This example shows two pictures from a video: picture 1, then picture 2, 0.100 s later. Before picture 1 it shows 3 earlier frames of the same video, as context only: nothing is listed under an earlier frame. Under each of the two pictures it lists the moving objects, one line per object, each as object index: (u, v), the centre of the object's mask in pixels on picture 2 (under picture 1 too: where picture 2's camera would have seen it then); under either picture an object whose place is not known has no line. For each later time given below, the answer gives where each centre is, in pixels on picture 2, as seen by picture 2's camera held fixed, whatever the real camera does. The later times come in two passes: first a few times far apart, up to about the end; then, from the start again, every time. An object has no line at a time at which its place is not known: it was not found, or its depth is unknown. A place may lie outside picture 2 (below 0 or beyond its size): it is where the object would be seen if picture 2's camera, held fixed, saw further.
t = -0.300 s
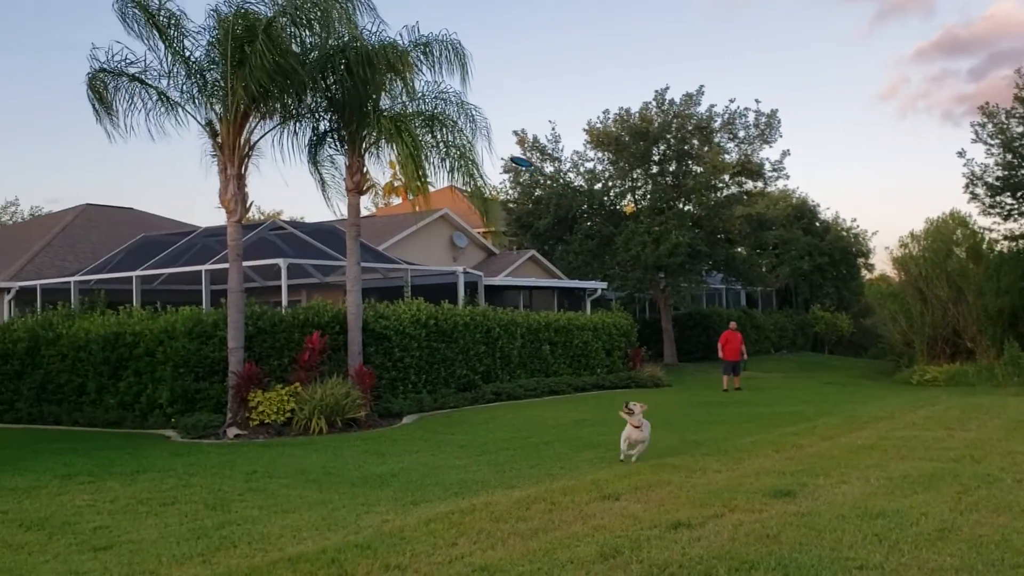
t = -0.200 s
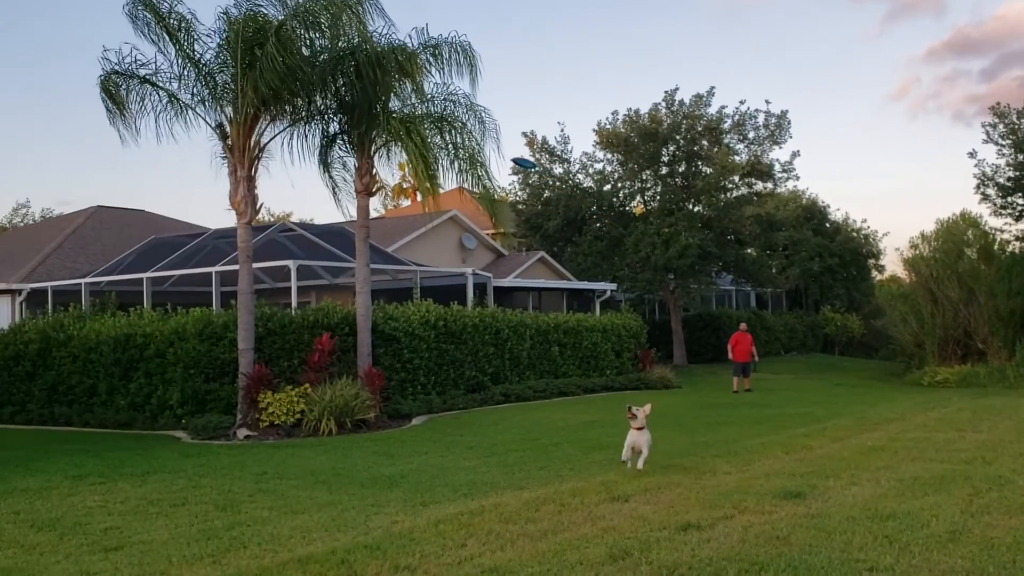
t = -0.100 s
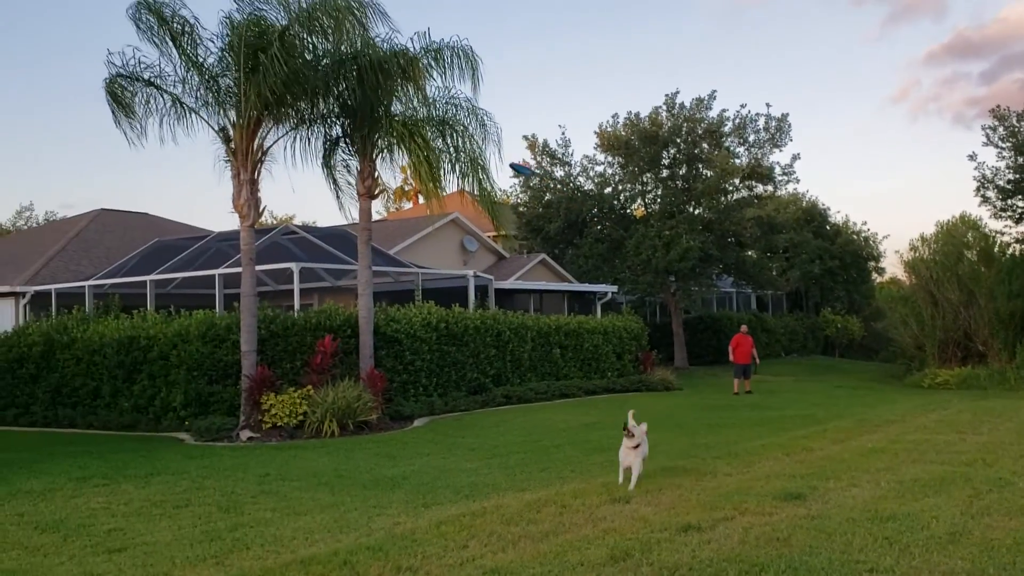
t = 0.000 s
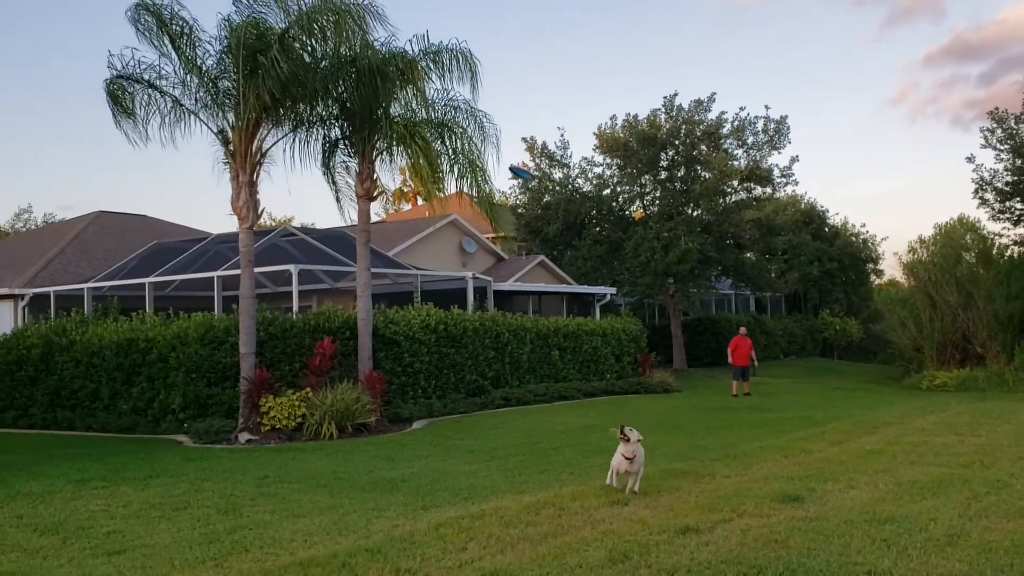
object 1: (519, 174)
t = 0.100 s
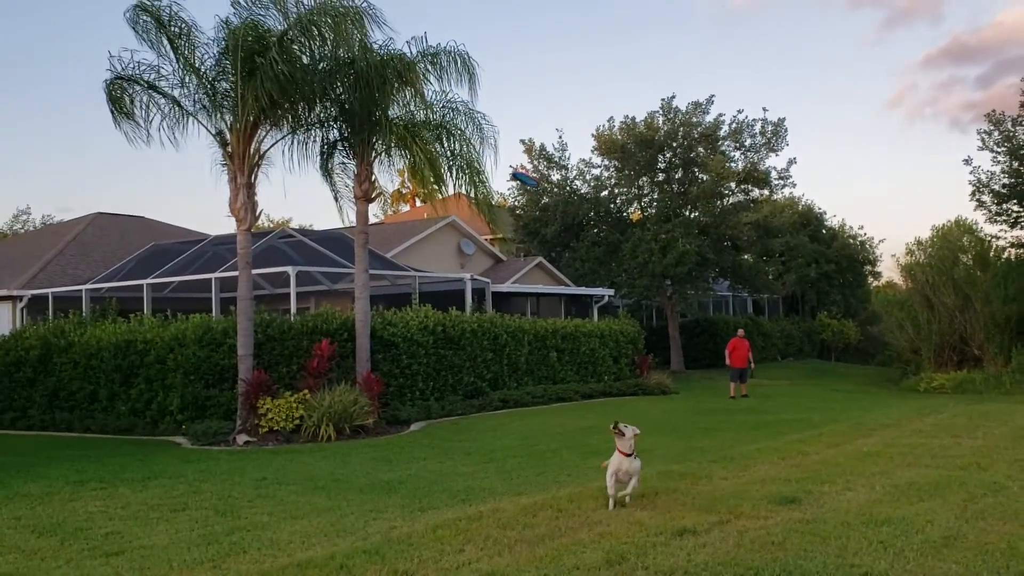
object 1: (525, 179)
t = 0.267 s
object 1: (545, 199)
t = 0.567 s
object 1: (637, 292)
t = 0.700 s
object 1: (718, 359)
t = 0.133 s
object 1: (528, 181)
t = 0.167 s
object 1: (531, 184)
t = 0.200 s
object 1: (536, 189)
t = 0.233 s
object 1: (540, 193)
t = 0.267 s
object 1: (545, 199)
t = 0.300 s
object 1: (551, 206)
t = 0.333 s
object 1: (559, 214)
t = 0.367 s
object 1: (565, 222)
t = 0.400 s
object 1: (574, 231)
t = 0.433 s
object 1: (583, 242)
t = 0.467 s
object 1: (596, 253)
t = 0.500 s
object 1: (608, 265)
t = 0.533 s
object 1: (621, 278)
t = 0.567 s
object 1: (637, 292)
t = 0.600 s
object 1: (654, 307)
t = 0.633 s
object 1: (673, 323)
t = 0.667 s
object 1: (693, 339)
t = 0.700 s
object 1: (718, 359)
